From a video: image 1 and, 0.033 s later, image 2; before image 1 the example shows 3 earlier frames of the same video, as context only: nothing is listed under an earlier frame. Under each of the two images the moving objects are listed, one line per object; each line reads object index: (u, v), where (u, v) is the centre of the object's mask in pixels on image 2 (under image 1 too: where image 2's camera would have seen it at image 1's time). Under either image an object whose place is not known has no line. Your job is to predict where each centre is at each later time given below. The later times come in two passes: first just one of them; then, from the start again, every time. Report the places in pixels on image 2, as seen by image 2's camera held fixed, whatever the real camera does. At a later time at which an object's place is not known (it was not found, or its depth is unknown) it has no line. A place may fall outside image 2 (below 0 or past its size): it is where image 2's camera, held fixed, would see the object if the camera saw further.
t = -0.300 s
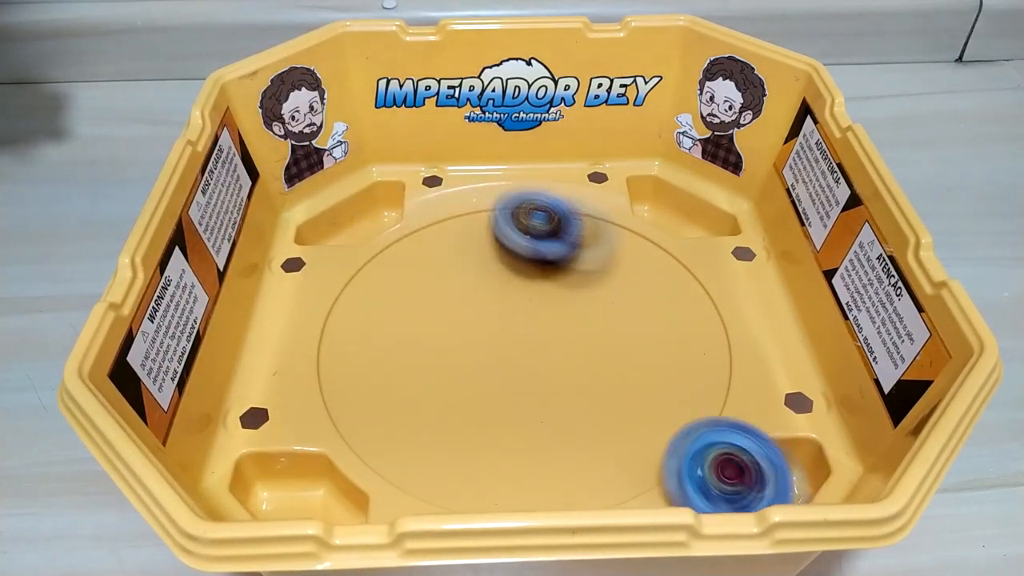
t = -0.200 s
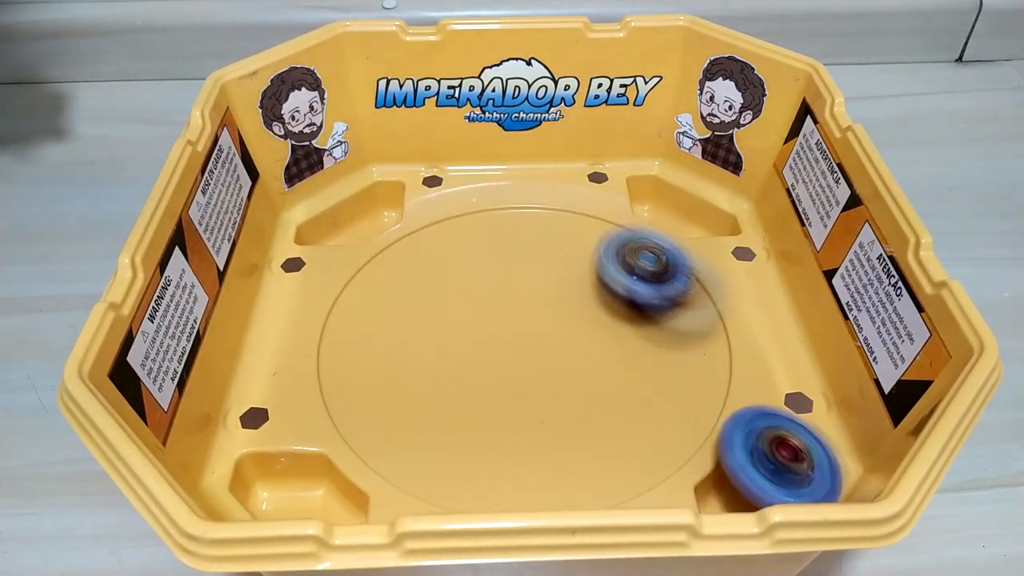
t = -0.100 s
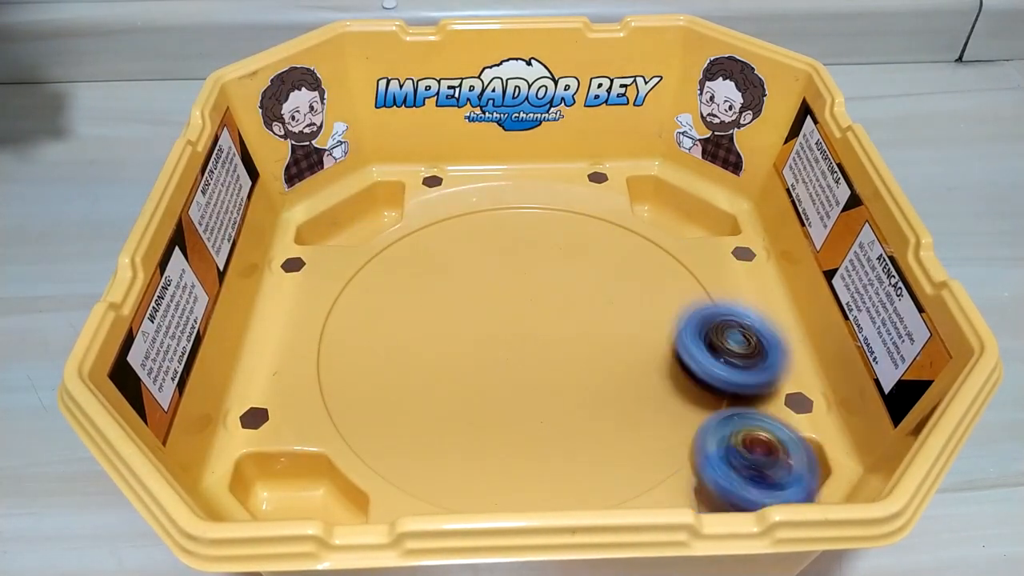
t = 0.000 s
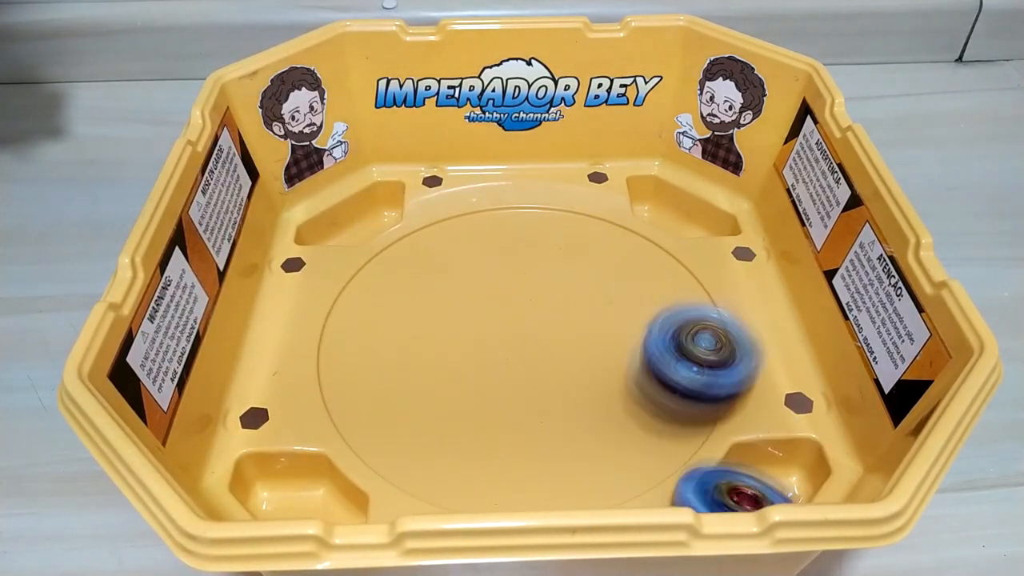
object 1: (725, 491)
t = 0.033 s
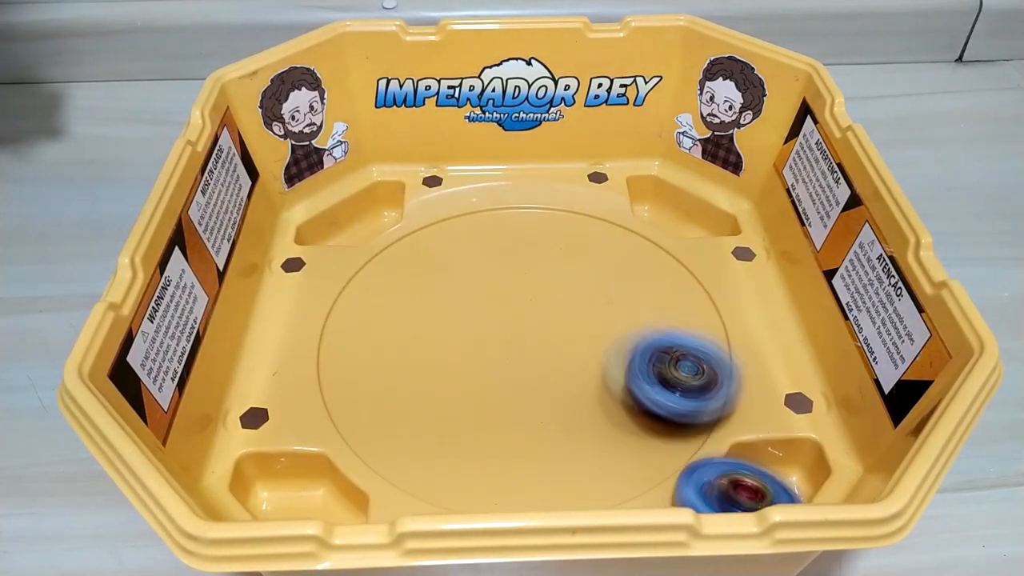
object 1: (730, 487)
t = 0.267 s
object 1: (767, 464)
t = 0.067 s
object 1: (735, 484)
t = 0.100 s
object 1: (749, 478)
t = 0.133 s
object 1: (758, 472)
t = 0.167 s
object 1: (764, 466)
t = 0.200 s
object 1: (775, 461)
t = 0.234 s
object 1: (779, 461)
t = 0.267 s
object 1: (767, 464)
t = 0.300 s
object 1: (755, 471)
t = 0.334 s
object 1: (743, 473)
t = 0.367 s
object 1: (740, 480)
